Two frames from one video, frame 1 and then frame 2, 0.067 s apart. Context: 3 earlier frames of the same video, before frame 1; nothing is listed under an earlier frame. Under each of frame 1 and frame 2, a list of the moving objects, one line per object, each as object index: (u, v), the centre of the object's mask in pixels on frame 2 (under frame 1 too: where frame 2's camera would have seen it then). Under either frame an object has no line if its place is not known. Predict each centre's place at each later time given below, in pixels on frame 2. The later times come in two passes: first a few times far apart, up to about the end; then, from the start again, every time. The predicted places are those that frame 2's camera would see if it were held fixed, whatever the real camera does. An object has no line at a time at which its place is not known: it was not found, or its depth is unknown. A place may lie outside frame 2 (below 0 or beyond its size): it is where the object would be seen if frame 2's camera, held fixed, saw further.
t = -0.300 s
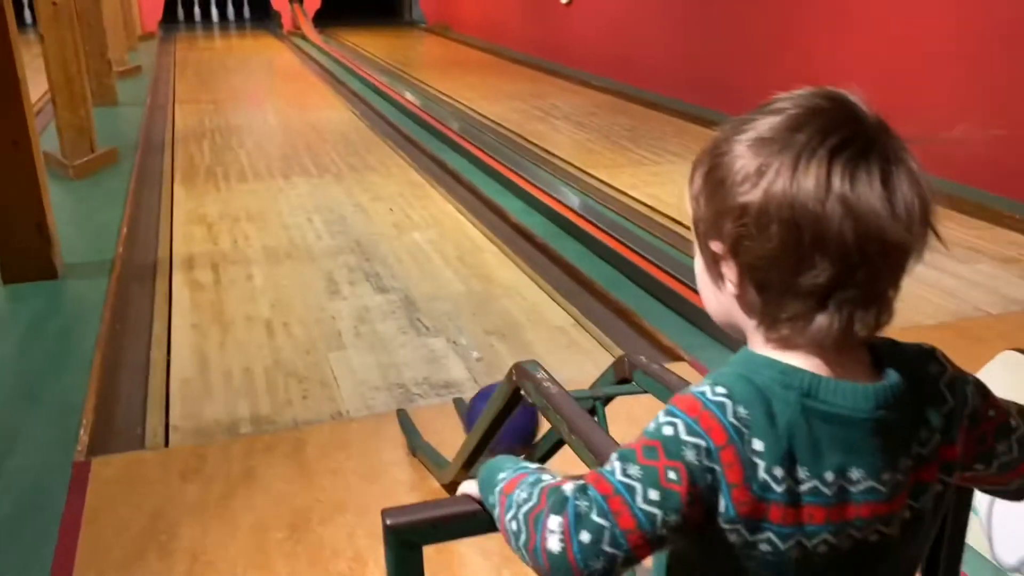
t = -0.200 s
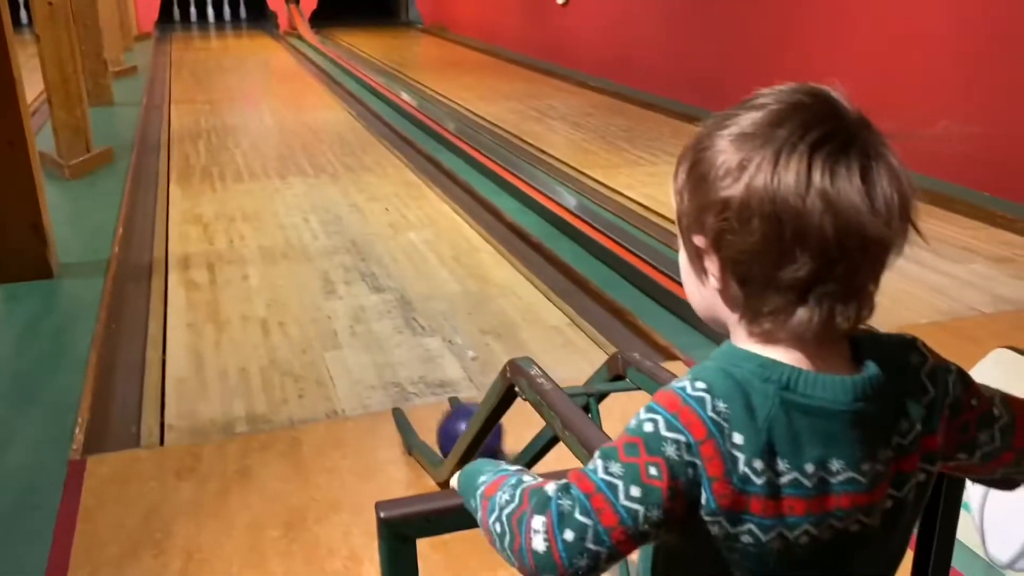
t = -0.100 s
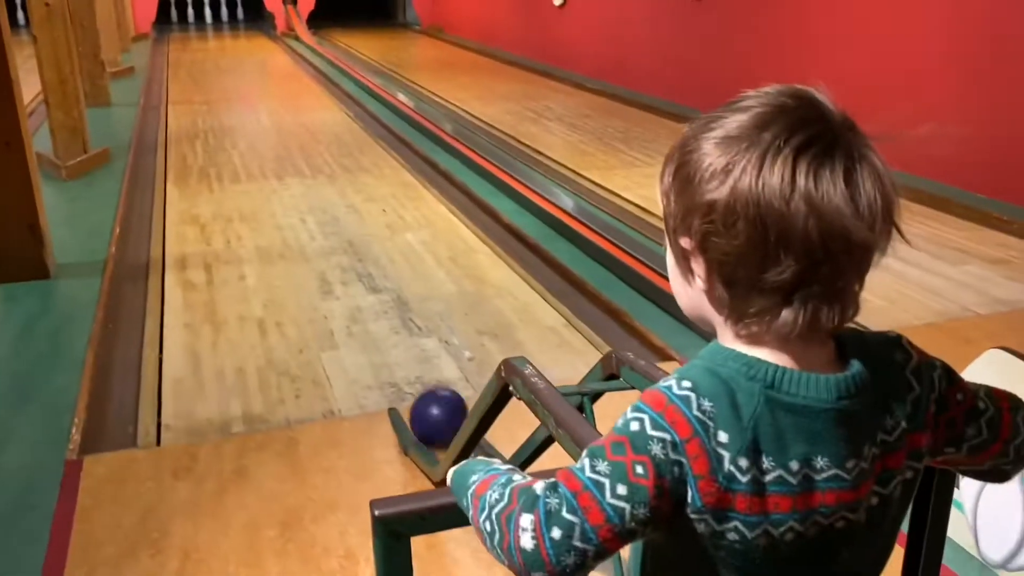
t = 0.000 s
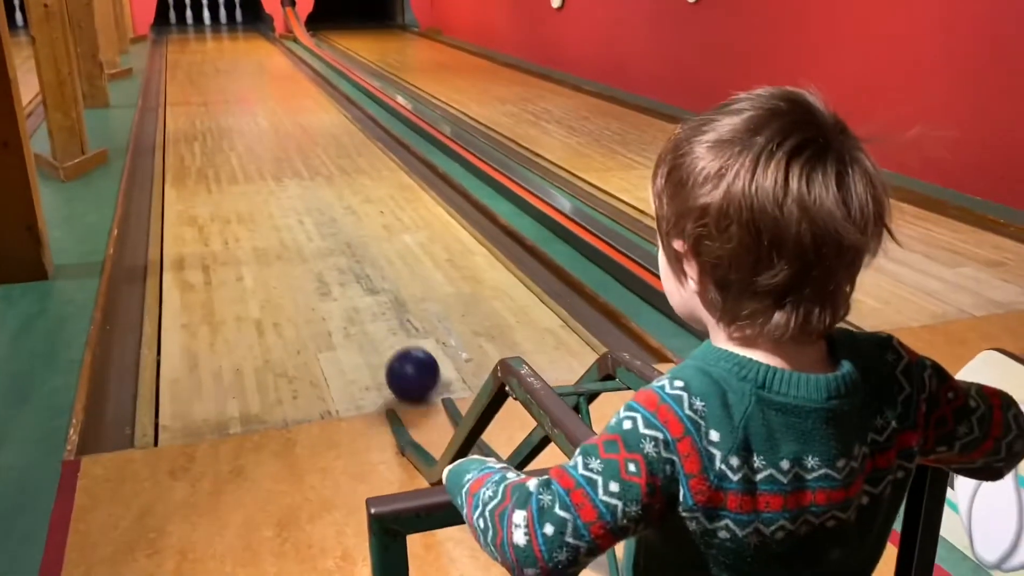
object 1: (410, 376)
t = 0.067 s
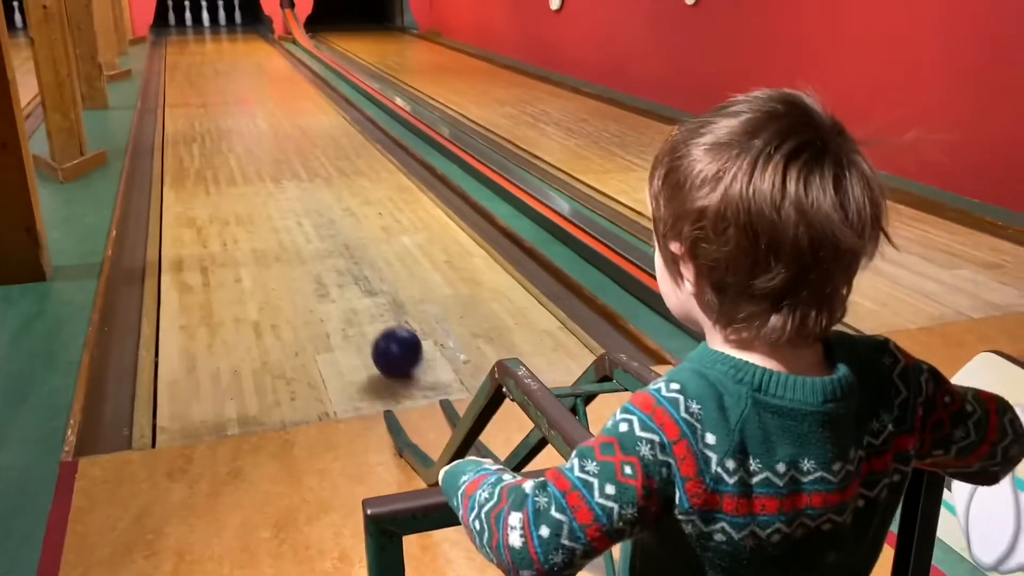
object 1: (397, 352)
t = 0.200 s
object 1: (375, 311)
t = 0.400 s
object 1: (349, 264)
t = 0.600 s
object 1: (328, 229)
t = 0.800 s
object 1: (311, 201)
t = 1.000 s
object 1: (296, 178)
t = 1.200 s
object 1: (285, 160)
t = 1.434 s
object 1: (273, 142)
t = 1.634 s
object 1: (264, 129)
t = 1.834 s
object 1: (256, 118)
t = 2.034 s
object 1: (248, 108)
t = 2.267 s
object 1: (241, 98)
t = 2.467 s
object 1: (235, 91)
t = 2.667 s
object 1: (230, 84)
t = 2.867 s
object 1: (226, 78)
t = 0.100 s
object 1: (391, 342)
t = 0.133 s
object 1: (385, 331)
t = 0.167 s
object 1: (380, 321)
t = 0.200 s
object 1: (375, 311)
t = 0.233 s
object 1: (370, 303)
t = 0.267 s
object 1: (365, 293)
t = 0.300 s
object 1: (361, 285)
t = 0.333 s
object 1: (357, 278)
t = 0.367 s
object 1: (353, 270)
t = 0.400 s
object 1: (349, 264)
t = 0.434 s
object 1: (345, 258)
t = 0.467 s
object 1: (342, 252)
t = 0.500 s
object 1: (338, 245)
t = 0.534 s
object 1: (335, 239)
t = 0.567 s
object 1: (331, 233)
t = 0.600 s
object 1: (328, 229)
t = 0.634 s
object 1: (325, 224)
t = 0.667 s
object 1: (322, 219)
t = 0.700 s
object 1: (319, 214)
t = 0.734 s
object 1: (316, 210)
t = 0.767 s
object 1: (313, 205)
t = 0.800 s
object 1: (311, 201)
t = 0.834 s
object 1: (308, 197)
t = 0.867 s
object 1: (305, 193)
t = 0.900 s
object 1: (303, 189)
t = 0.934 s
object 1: (301, 185)
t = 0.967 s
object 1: (298, 182)
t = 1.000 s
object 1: (296, 178)
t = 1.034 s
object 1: (294, 175)
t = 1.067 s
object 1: (292, 172)
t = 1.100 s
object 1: (290, 169)
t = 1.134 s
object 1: (288, 166)
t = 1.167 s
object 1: (286, 163)
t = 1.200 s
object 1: (285, 160)
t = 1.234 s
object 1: (283, 157)
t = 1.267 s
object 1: (281, 154)
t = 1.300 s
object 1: (279, 152)
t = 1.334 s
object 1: (277, 149)
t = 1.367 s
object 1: (276, 147)
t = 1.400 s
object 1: (274, 144)
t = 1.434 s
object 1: (273, 142)
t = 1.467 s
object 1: (271, 139)
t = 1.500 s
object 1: (270, 137)
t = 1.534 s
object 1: (268, 135)
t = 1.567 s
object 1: (267, 133)
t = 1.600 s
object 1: (265, 131)
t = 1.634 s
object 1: (264, 129)
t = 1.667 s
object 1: (262, 127)
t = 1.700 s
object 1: (261, 125)
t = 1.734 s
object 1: (260, 123)
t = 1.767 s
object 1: (258, 121)
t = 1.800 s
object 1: (257, 120)
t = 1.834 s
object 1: (256, 118)
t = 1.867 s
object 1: (254, 116)
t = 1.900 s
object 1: (253, 114)
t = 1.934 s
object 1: (252, 113)
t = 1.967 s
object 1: (251, 111)
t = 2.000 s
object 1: (250, 110)
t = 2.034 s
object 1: (248, 108)
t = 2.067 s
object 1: (247, 107)
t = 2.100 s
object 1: (246, 105)
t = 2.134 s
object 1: (245, 104)
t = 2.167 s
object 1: (244, 102)
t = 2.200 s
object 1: (243, 101)
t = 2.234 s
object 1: (242, 100)
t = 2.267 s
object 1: (241, 98)
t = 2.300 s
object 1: (240, 97)
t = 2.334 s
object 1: (239, 95)
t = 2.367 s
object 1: (238, 94)
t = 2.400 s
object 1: (237, 93)
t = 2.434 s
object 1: (236, 92)
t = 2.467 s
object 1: (235, 91)
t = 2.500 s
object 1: (234, 89)
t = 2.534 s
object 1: (233, 88)
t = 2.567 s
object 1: (233, 87)
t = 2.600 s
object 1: (232, 86)
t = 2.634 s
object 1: (231, 85)
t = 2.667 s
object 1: (230, 84)
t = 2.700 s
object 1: (229, 83)
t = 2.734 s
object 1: (229, 82)
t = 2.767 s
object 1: (228, 81)
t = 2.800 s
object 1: (227, 80)
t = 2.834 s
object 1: (227, 79)
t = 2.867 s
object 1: (226, 78)
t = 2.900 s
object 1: (225, 77)
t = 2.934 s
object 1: (224, 76)
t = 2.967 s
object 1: (224, 75)
